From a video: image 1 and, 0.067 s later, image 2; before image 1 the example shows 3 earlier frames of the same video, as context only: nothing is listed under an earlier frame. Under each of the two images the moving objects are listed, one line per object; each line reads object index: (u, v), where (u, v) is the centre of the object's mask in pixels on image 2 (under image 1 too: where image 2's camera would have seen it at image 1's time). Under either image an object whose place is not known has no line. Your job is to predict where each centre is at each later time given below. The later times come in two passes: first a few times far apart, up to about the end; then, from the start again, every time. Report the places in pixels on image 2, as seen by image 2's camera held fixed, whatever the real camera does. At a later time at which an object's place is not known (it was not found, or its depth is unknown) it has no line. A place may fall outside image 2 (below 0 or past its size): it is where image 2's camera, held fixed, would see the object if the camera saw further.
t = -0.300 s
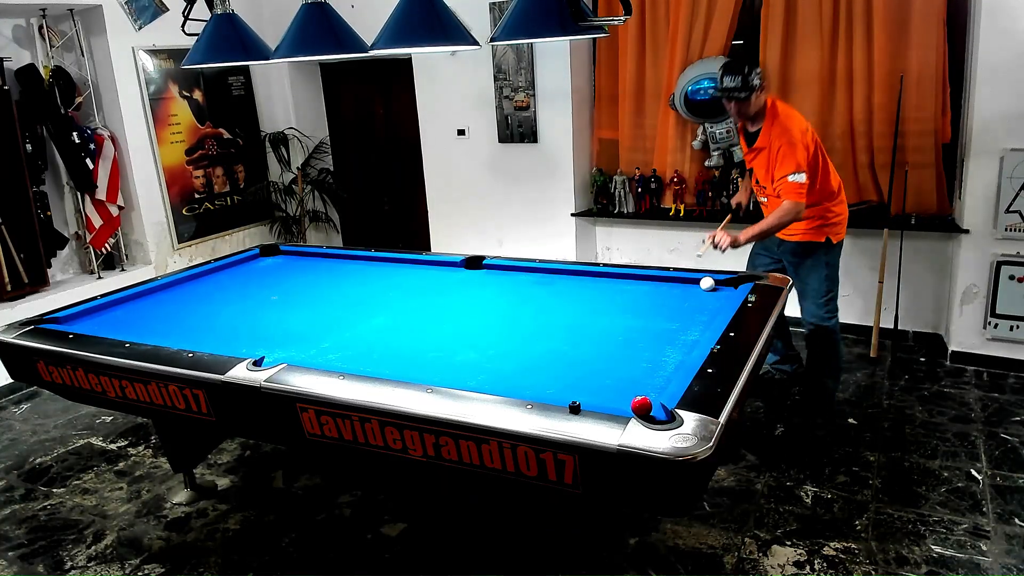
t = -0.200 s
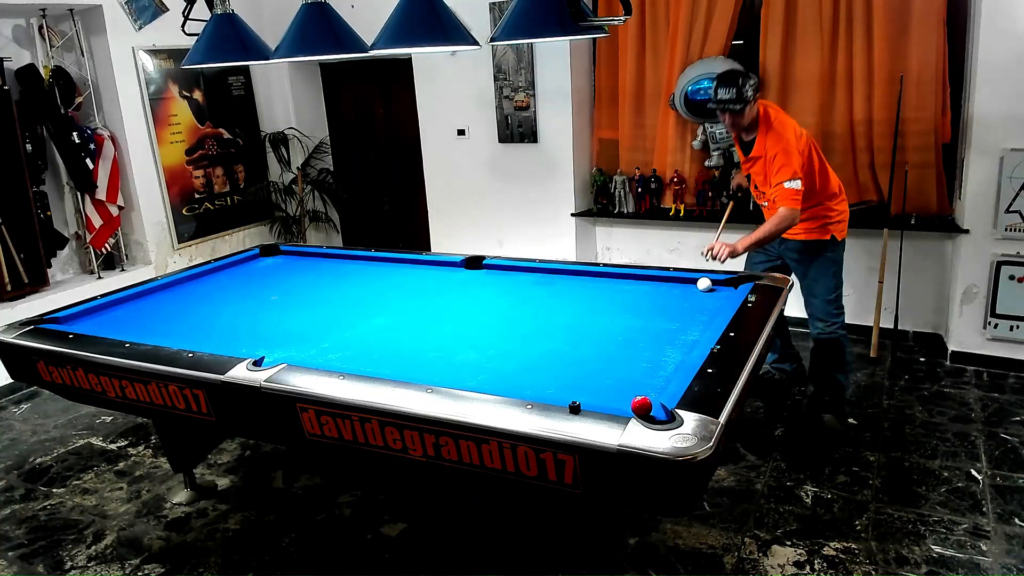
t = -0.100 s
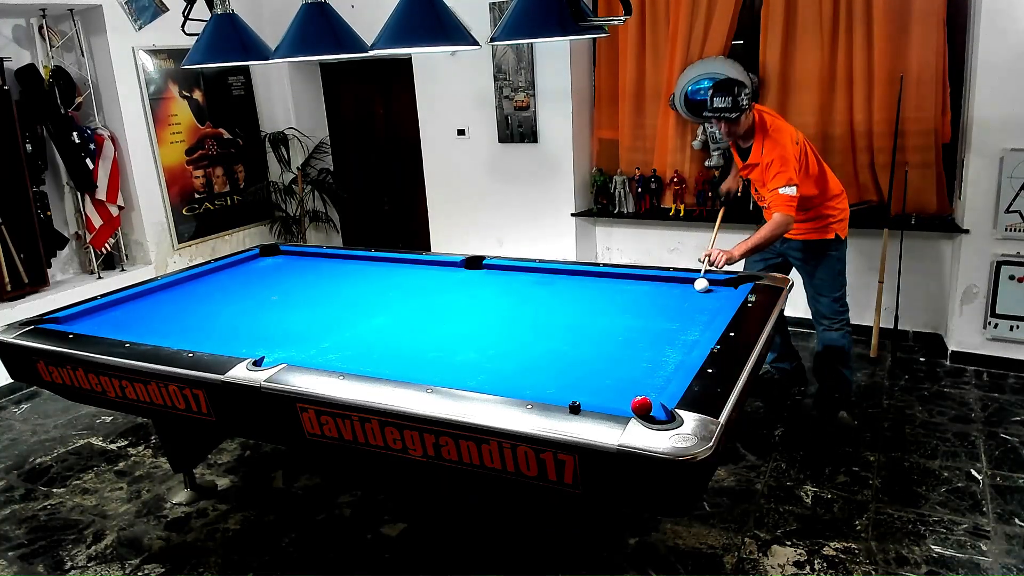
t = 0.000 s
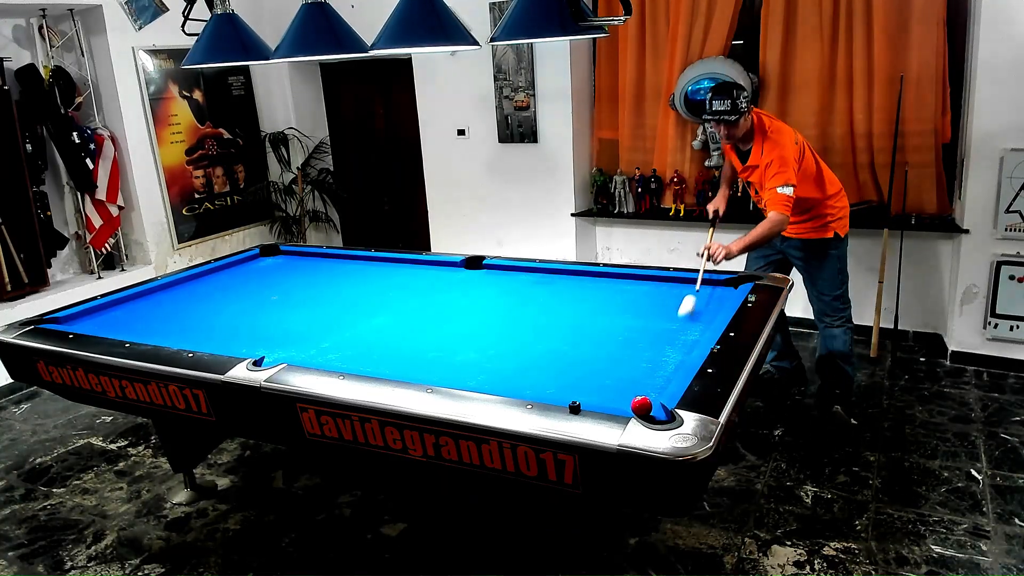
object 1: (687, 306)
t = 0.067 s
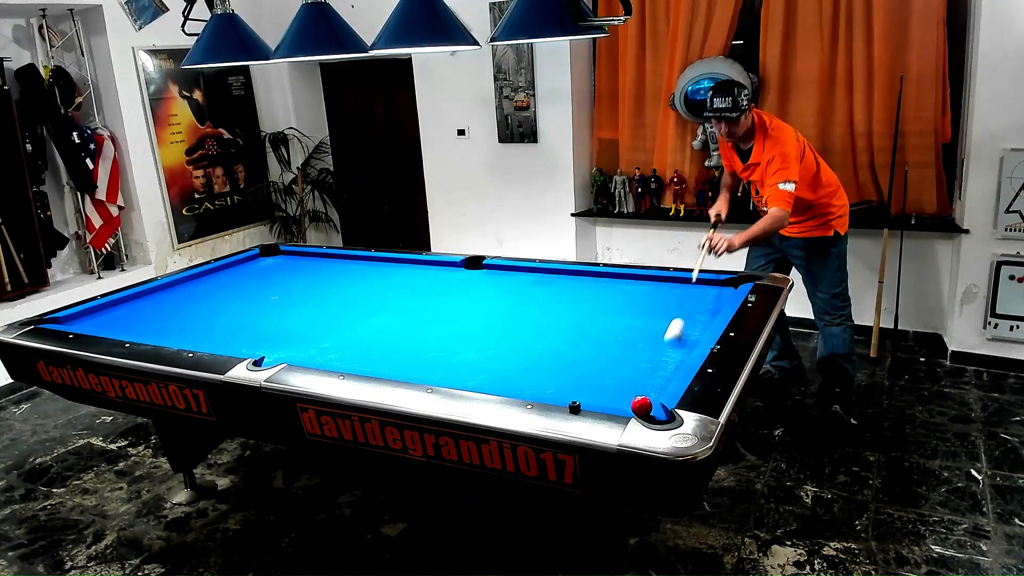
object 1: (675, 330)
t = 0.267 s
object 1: (623, 396)
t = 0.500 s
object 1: (576, 391)
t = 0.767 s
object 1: (539, 386)
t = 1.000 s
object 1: (510, 382)
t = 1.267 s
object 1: (480, 378)
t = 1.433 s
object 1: (462, 375)
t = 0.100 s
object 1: (668, 343)
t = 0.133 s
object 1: (660, 358)
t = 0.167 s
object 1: (651, 374)
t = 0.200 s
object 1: (642, 389)
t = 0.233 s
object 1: (632, 395)
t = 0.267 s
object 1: (623, 396)
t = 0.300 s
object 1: (614, 397)
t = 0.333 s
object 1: (604, 398)
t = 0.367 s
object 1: (596, 398)
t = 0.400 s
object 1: (590, 396)
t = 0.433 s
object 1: (585, 394)
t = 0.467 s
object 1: (581, 393)
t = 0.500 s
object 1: (576, 391)
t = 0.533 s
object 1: (572, 390)
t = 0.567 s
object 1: (567, 390)
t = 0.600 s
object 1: (562, 389)
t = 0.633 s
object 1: (558, 388)
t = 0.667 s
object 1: (553, 387)
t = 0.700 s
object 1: (548, 387)
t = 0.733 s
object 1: (544, 386)
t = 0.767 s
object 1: (539, 386)
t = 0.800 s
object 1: (535, 385)
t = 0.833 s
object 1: (530, 385)
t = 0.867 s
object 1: (526, 384)
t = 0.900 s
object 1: (522, 384)
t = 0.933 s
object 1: (518, 383)
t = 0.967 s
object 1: (514, 382)
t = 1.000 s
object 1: (510, 382)
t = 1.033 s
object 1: (506, 381)
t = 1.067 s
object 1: (502, 381)
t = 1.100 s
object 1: (498, 380)
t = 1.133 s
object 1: (494, 380)
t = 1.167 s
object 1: (491, 379)
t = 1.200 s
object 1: (487, 379)
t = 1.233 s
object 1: (483, 378)
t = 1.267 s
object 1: (480, 378)
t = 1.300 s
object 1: (476, 377)
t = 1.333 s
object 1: (472, 377)
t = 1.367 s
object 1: (469, 376)
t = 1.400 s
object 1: (466, 376)
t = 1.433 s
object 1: (462, 375)
